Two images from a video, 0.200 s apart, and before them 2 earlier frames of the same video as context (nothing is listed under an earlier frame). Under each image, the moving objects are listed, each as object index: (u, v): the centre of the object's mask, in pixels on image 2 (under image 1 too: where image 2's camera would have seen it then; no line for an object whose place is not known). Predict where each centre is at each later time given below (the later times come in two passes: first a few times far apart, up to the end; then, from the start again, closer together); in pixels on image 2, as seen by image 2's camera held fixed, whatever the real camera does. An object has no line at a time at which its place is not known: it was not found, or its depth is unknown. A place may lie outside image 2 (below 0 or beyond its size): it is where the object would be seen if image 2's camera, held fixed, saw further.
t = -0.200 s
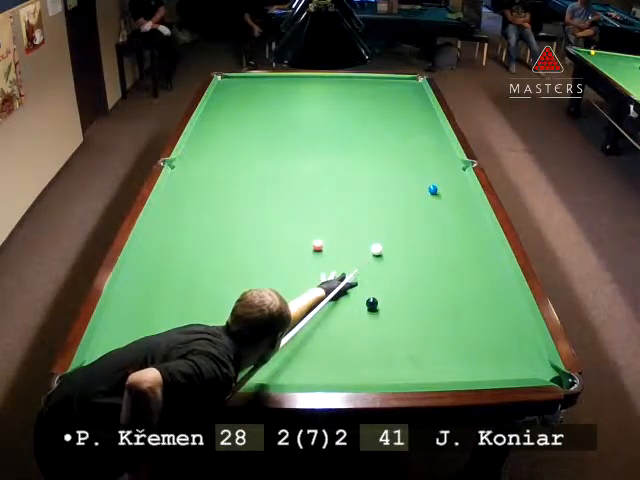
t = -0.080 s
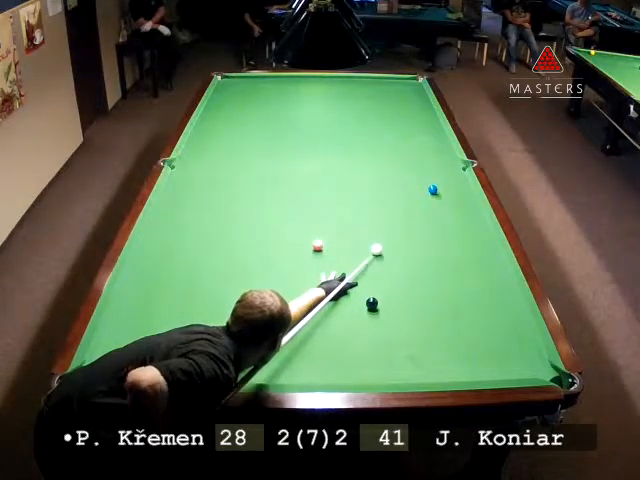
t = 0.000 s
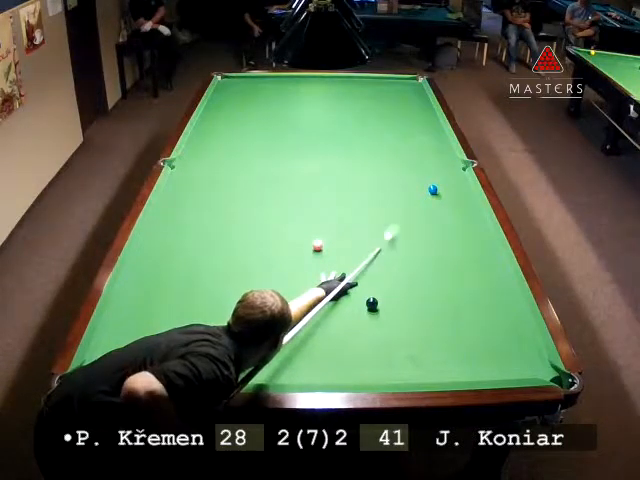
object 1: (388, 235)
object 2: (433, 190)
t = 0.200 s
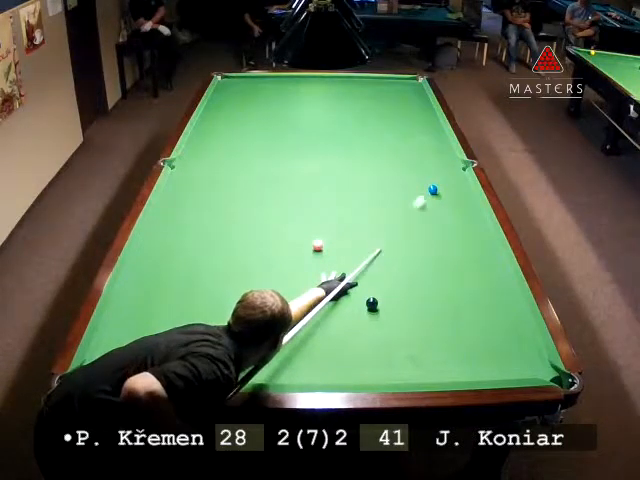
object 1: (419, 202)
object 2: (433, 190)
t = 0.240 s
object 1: (423, 197)
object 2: (433, 190)
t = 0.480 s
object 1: (424, 191)
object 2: (449, 179)
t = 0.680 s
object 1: (419, 191)
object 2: (462, 168)
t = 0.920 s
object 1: (415, 190)
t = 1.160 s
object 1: (412, 189)
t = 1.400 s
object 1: (410, 189)
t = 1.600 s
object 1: (409, 189)
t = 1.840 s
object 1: (409, 189)
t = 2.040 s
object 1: (409, 188)
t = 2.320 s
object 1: (408, 189)
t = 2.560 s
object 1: (408, 189)
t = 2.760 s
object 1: (408, 189)
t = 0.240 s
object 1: (423, 197)
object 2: (433, 190)
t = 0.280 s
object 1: (427, 193)
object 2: (434, 189)
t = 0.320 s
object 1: (427, 193)
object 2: (436, 188)
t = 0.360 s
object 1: (426, 192)
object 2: (440, 185)
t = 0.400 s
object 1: (426, 192)
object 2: (444, 182)
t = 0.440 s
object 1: (425, 192)
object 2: (447, 181)
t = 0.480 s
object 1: (424, 191)
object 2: (449, 179)
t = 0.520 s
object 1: (422, 191)
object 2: (453, 176)
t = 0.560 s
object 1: (422, 191)
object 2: (455, 175)
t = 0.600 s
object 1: (421, 191)
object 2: (458, 172)
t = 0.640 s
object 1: (420, 191)
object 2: (460, 170)
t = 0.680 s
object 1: (419, 191)
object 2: (462, 168)
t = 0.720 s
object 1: (419, 190)
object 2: (464, 167)
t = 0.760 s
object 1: (418, 190)
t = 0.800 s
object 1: (418, 190)
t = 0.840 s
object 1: (417, 190)
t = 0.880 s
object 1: (417, 190)
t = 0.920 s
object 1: (415, 190)
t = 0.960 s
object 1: (414, 190)
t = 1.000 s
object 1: (414, 189)
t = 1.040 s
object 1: (413, 189)
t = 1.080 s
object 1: (413, 190)
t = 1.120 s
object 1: (413, 190)
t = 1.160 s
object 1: (412, 189)
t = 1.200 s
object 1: (411, 189)
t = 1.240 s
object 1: (411, 189)
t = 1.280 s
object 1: (411, 189)
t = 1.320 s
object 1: (411, 189)
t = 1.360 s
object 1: (410, 189)
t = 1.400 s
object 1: (410, 189)
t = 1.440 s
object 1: (410, 189)
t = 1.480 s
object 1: (410, 189)
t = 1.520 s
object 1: (409, 189)
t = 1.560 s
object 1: (409, 189)
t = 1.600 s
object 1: (409, 189)
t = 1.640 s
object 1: (409, 189)
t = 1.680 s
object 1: (409, 189)
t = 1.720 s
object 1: (409, 189)
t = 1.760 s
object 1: (409, 189)
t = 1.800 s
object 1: (409, 189)
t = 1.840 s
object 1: (409, 189)
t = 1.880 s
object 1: (409, 189)
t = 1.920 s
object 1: (409, 189)
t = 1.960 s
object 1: (409, 189)
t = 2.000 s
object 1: (409, 189)
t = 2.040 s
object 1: (409, 188)
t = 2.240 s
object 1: (408, 188)
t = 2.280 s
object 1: (408, 189)
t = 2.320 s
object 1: (408, 189)
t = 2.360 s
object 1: (408, 189)
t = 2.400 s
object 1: (408, 189)
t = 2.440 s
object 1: (408, 189)
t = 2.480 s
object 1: (408, 189)
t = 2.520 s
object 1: (408, 189)
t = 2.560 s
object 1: (408, 189)
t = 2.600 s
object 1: (408, 189)
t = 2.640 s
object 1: (408, 189)
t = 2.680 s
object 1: (408, 189)
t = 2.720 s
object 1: (408, 189)
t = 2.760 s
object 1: (408, 189)
